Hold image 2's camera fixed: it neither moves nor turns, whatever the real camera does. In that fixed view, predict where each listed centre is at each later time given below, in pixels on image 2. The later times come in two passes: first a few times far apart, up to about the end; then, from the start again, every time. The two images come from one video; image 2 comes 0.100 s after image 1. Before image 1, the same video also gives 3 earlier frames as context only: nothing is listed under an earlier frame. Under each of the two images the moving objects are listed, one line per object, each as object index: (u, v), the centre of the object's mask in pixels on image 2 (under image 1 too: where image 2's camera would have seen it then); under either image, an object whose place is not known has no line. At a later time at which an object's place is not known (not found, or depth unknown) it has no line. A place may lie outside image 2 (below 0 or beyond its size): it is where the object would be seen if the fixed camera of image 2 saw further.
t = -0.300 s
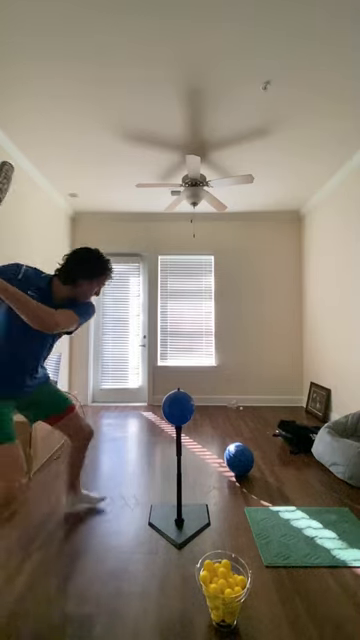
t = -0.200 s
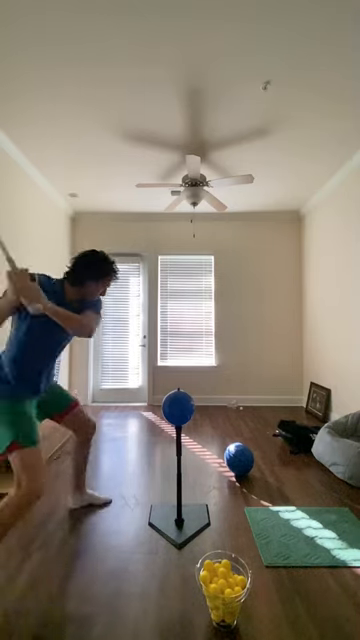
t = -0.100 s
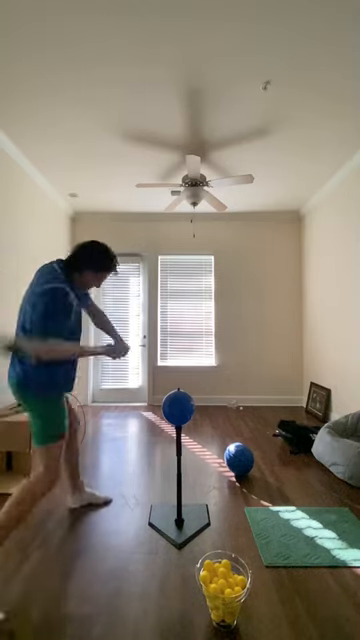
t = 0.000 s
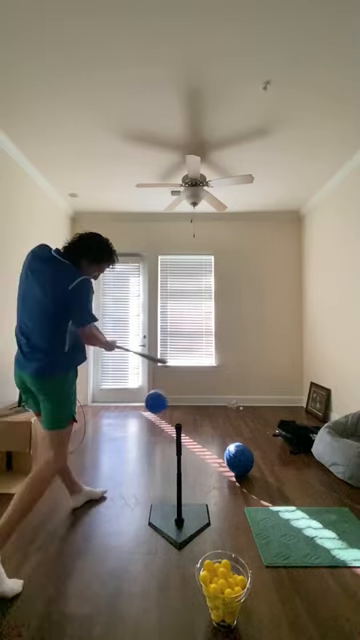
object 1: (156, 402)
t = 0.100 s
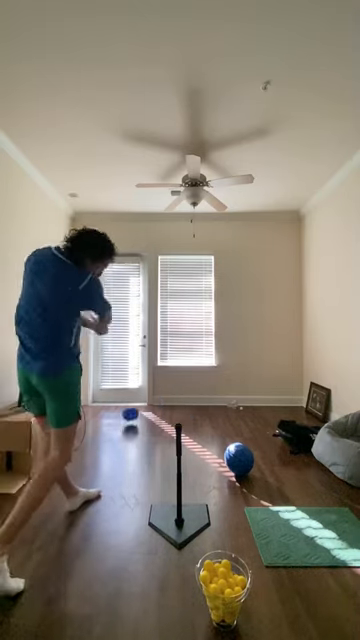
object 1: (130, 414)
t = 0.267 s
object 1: (110, 372)
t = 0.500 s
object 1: (102, 354)
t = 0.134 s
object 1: (126, 404)
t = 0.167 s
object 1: (120, 394)
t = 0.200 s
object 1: (115, 382)
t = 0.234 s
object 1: (112, 377)
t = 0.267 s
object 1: (110, 372)
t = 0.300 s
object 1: (108, 367)
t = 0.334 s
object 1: (106, 364)
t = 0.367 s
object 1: (105, 360)
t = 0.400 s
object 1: (103, 357)
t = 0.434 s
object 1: (103, 355)
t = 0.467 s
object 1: (102, 354)
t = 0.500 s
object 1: (102, 354)
